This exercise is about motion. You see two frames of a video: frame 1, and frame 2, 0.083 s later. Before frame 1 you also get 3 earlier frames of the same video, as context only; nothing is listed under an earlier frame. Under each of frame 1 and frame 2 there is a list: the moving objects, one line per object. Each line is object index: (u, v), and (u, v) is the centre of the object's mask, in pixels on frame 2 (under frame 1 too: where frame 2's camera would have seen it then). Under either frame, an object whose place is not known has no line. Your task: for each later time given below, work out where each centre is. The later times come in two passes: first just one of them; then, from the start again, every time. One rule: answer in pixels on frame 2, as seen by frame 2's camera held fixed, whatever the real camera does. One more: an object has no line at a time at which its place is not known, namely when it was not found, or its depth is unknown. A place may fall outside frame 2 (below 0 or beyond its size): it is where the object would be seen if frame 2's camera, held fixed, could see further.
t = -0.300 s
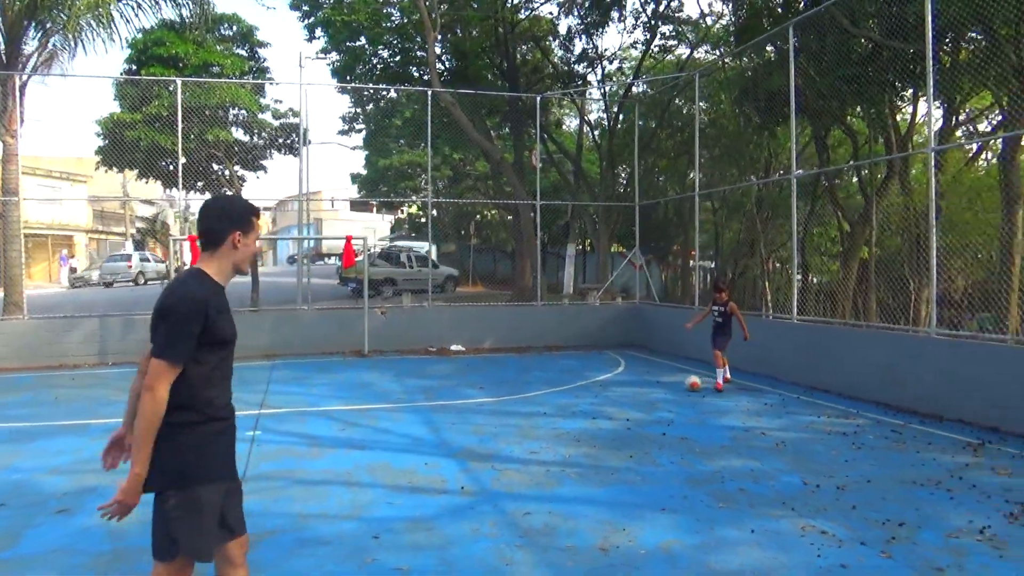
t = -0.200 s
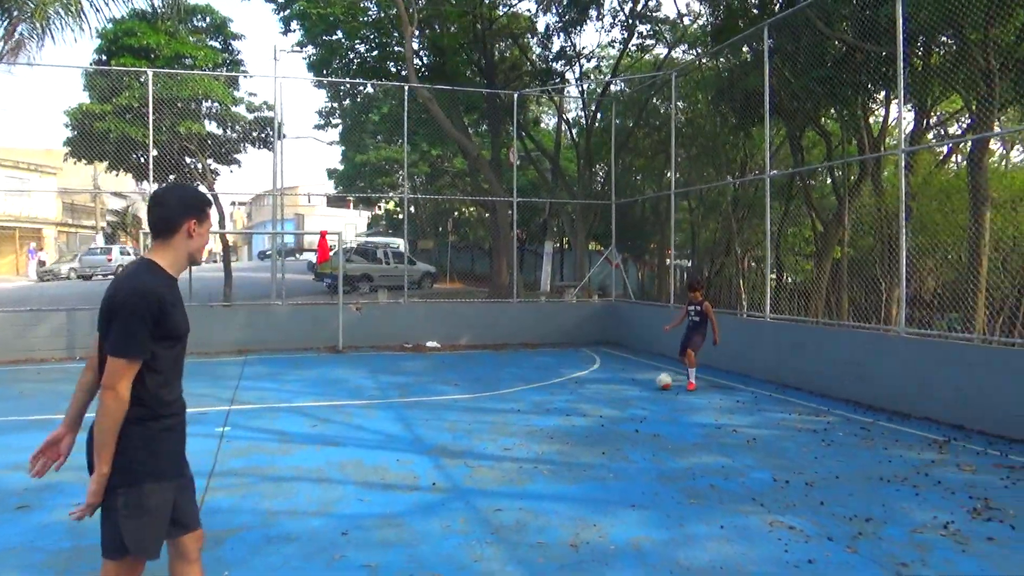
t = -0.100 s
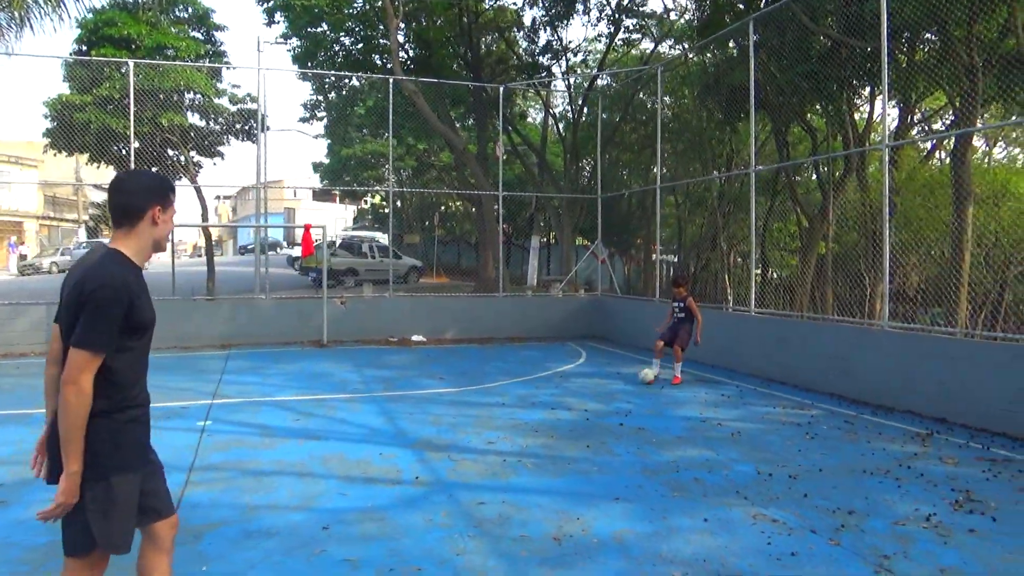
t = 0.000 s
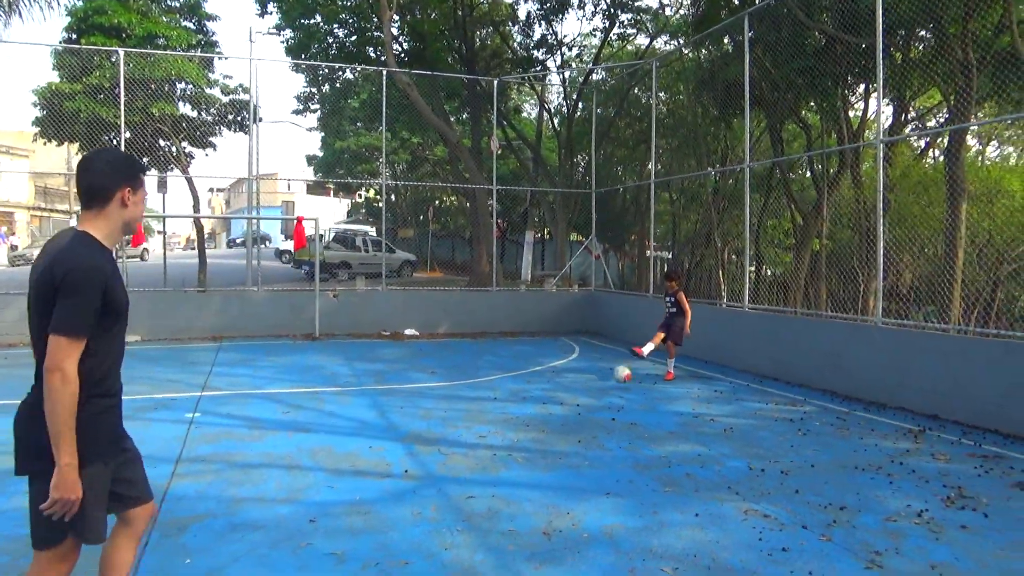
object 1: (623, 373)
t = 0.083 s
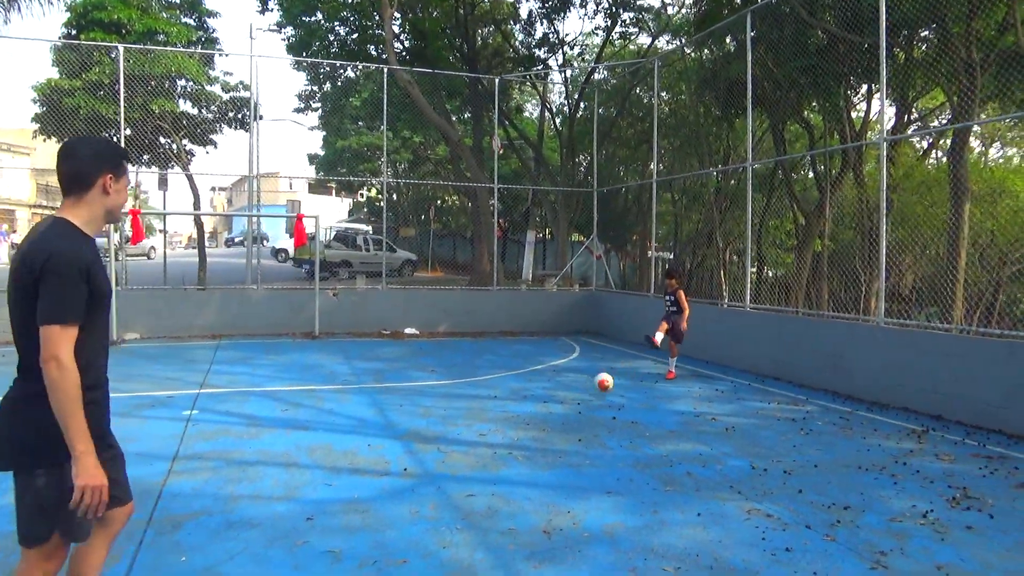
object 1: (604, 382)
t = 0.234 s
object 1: (561, 417)
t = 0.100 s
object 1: (600, 385)
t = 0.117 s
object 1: (594, 389)
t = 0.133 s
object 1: (591, 392)
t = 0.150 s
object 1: (586, 396)
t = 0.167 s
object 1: (582, 402)
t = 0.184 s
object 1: (576, 407)
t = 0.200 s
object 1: (571, 413)
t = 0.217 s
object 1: (566, 414)
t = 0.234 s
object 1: (561, 417)
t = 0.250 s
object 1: (556, 419)
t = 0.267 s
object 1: (551, 422)
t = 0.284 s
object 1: (546, 426)
